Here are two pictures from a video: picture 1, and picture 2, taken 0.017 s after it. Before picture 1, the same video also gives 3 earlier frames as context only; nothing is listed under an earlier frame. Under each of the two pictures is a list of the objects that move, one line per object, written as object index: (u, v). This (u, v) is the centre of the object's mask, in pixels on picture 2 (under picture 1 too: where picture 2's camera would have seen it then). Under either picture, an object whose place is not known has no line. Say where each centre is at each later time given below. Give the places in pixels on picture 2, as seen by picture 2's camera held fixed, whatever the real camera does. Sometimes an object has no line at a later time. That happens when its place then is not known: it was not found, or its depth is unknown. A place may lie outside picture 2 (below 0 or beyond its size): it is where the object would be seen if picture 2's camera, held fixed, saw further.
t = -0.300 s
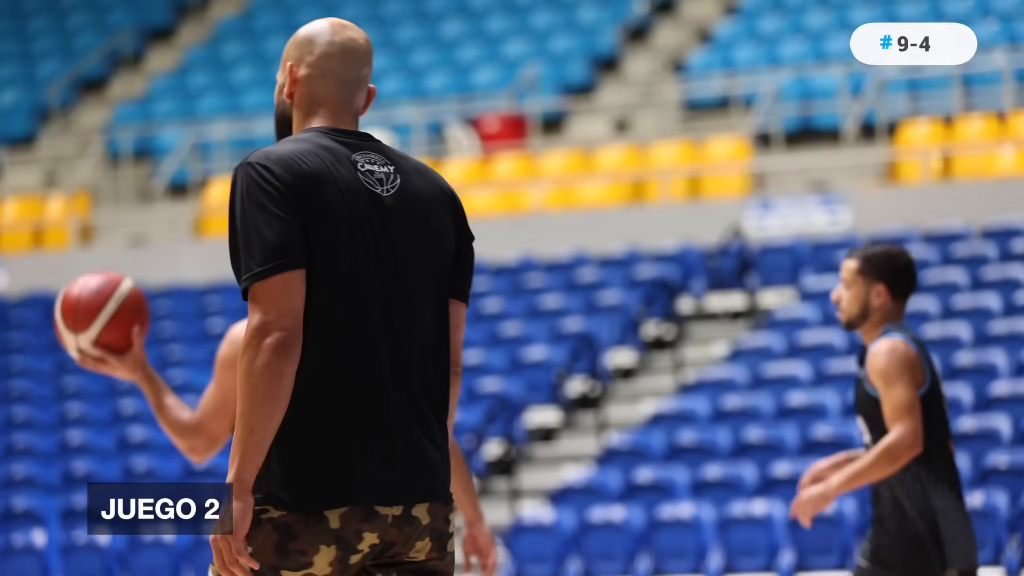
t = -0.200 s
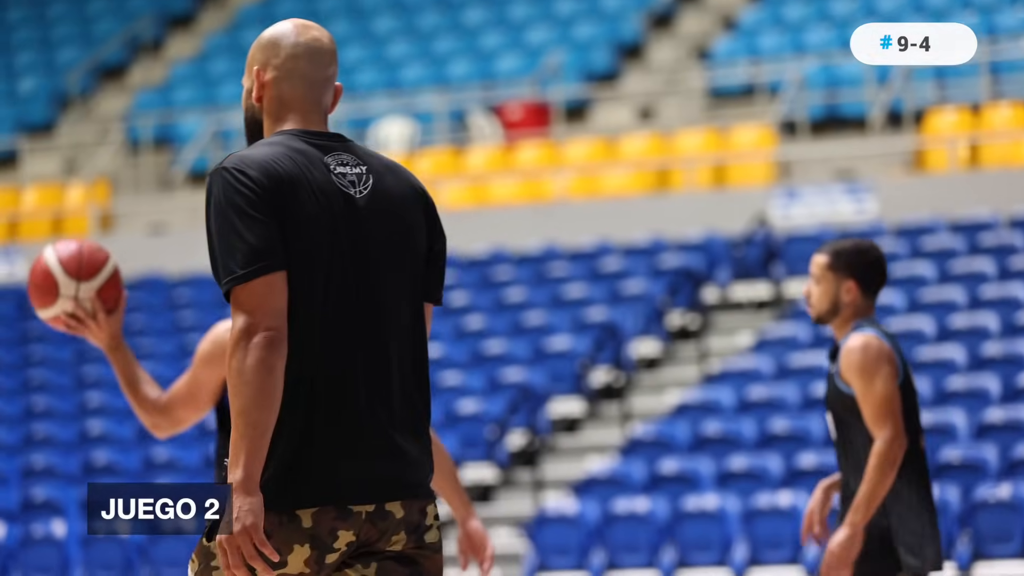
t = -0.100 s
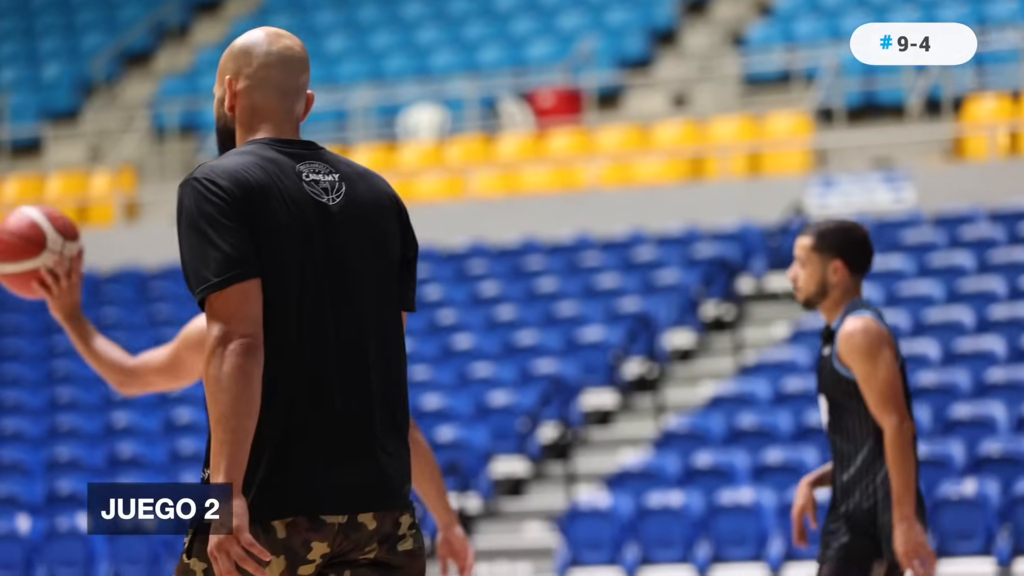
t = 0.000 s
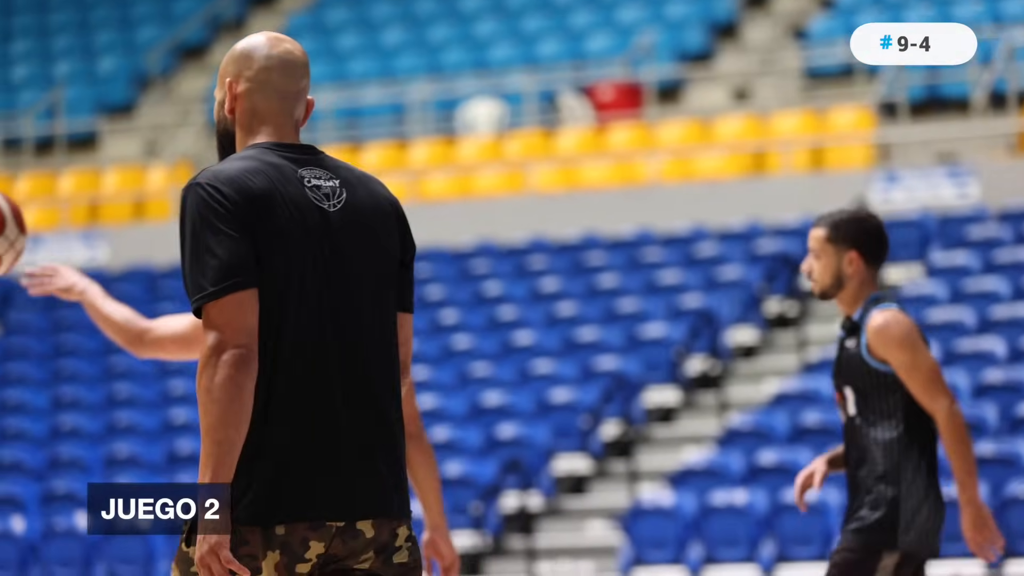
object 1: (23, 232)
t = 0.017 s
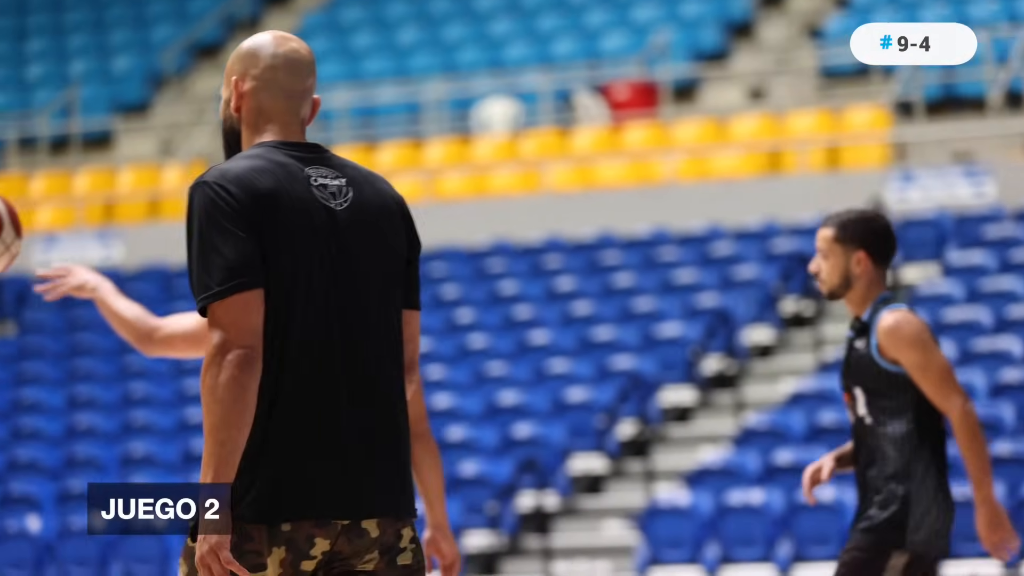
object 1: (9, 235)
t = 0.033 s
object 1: (-7, 241)
